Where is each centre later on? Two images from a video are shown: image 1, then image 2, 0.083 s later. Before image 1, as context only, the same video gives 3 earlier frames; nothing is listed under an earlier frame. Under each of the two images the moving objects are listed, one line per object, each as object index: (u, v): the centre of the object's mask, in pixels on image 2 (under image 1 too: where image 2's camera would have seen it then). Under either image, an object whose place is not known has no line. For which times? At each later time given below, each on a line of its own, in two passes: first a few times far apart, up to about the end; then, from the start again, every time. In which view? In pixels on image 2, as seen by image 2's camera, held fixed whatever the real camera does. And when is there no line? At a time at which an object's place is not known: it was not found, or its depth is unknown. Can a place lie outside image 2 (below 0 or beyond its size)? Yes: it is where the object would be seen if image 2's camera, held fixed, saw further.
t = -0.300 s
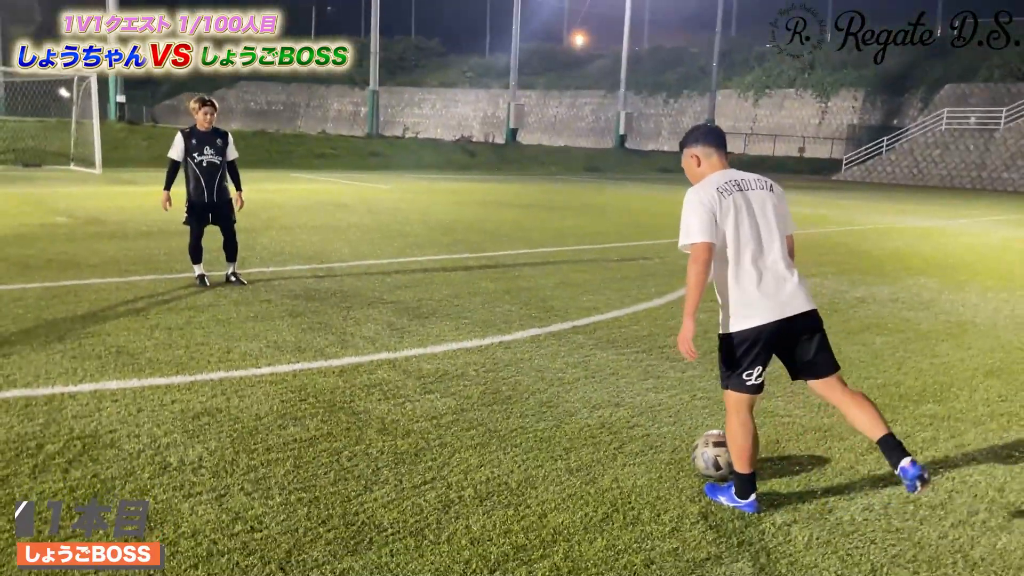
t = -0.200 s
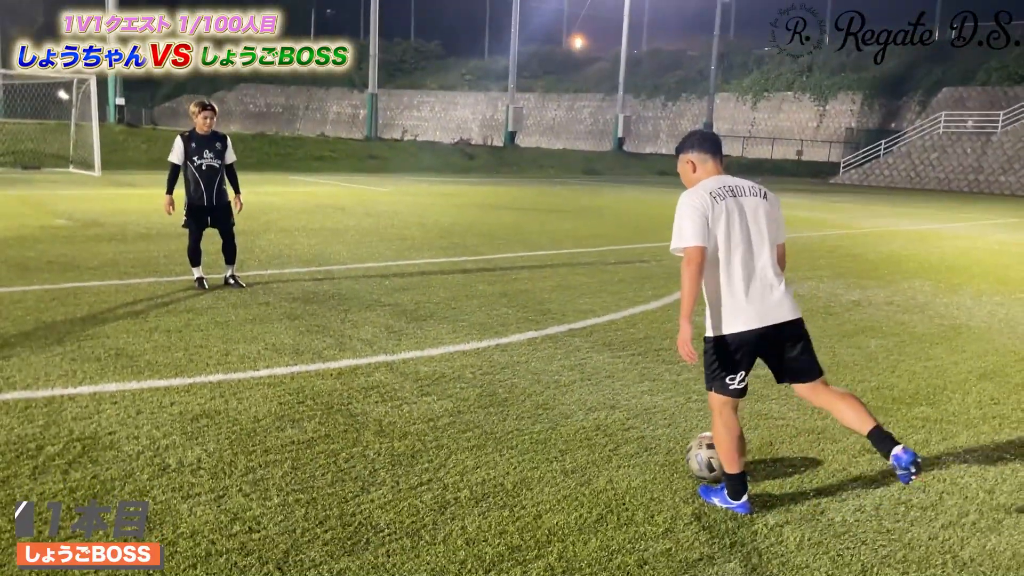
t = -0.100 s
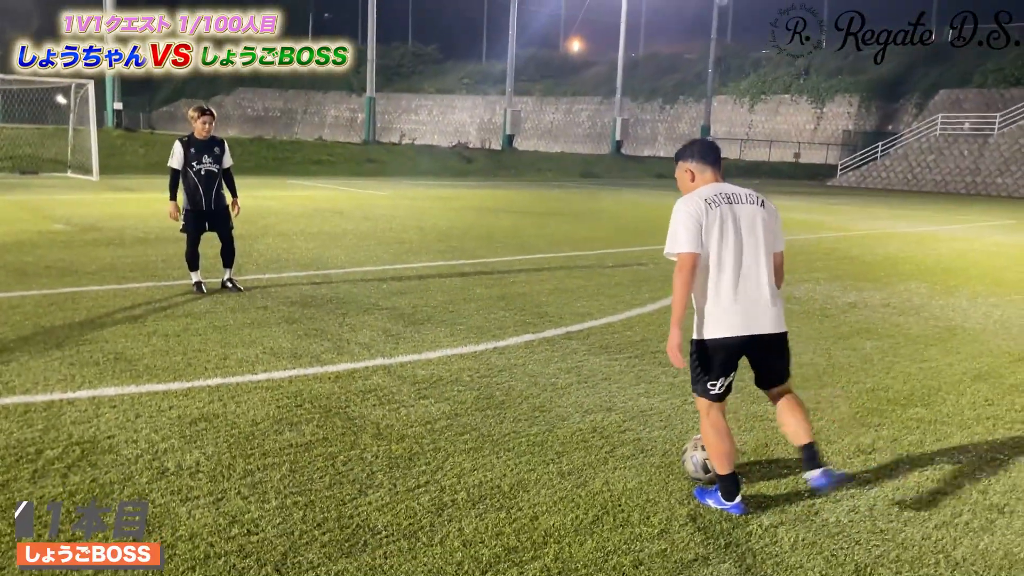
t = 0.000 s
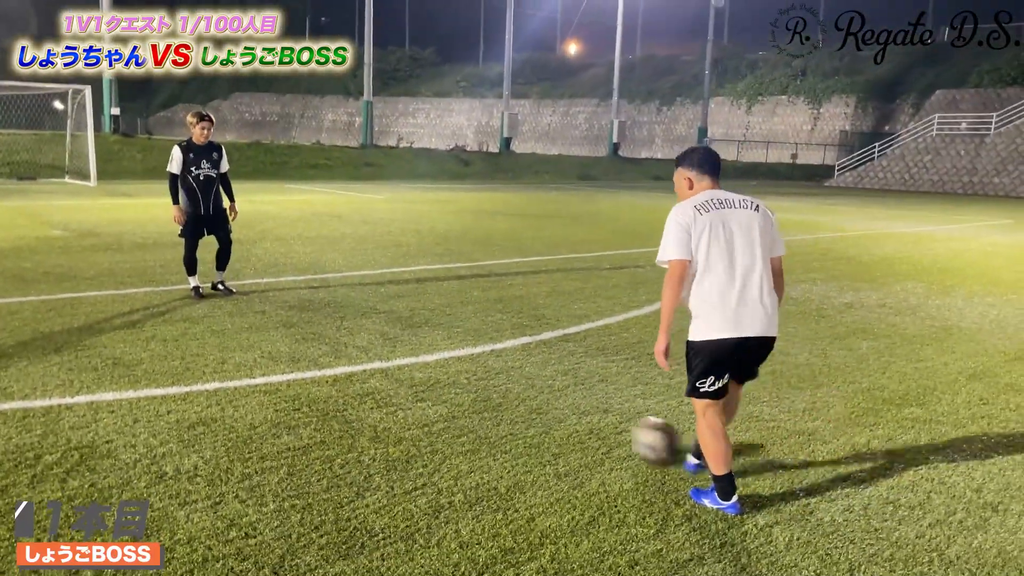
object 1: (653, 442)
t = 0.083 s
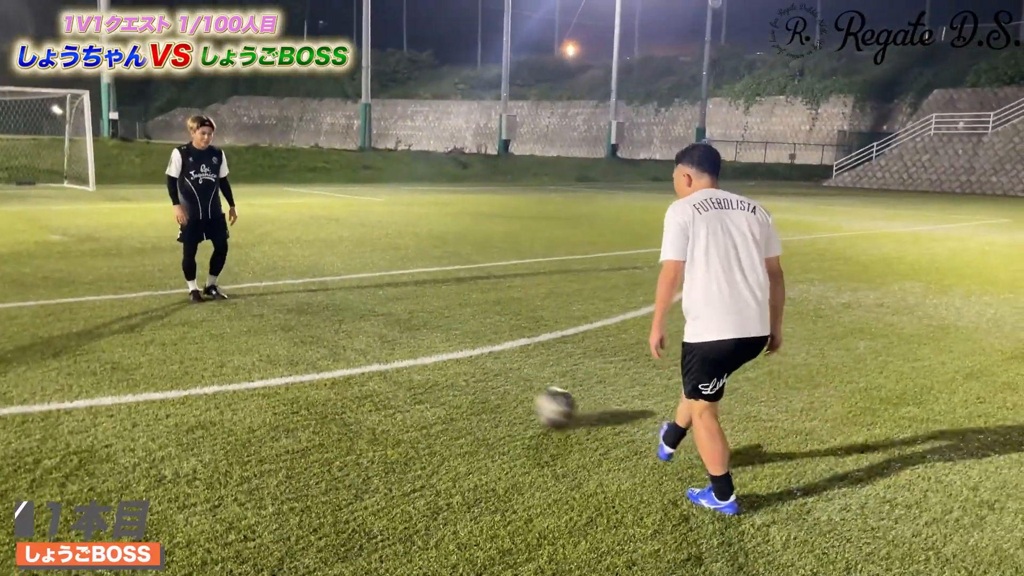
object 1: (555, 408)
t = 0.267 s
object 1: (416, 359)
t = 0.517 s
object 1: (307, 321)
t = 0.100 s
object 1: (540, 403)
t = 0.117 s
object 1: (525, 397)
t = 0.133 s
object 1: (510, 392)
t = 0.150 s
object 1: (495, 387)
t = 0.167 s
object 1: (482, 383)
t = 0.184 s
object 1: (470, 379)
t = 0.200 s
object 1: (459, 375)
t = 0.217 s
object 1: (447, 371)
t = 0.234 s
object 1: (437, 368)
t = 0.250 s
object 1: (426, 363)
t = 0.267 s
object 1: (416, 359)
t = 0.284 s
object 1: (407, 355)
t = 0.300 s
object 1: (398, 353)
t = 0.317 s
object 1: (389, 350)
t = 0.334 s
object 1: (380, 347)
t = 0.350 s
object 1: (372, 344)
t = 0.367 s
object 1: (365, 342)
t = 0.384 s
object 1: (357, 339)
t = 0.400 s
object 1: (350, 337)
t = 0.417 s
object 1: (343, 335)
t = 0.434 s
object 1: (337, 332)
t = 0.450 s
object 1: (330, 329)
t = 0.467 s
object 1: (324, 327)
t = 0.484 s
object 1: (318, 324)
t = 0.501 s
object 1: (313, 323)
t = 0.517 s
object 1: (307, 321)
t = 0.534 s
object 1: (303, 319)
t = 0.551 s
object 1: (297, 318)
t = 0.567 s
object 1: (292, 316)
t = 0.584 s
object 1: (287, 315)
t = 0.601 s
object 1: (282, 312)
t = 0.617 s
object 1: (278, 310)
